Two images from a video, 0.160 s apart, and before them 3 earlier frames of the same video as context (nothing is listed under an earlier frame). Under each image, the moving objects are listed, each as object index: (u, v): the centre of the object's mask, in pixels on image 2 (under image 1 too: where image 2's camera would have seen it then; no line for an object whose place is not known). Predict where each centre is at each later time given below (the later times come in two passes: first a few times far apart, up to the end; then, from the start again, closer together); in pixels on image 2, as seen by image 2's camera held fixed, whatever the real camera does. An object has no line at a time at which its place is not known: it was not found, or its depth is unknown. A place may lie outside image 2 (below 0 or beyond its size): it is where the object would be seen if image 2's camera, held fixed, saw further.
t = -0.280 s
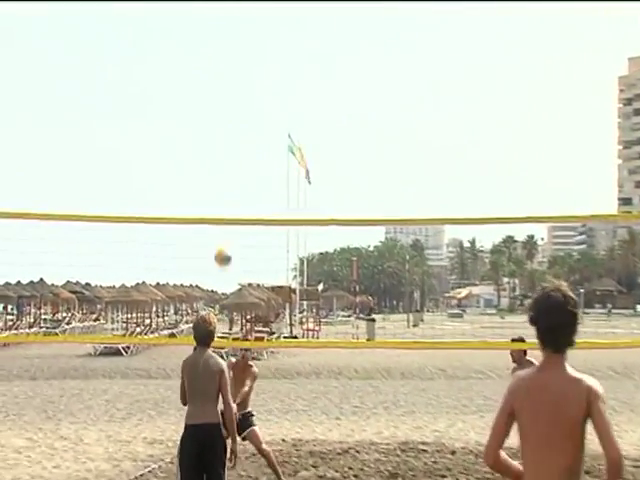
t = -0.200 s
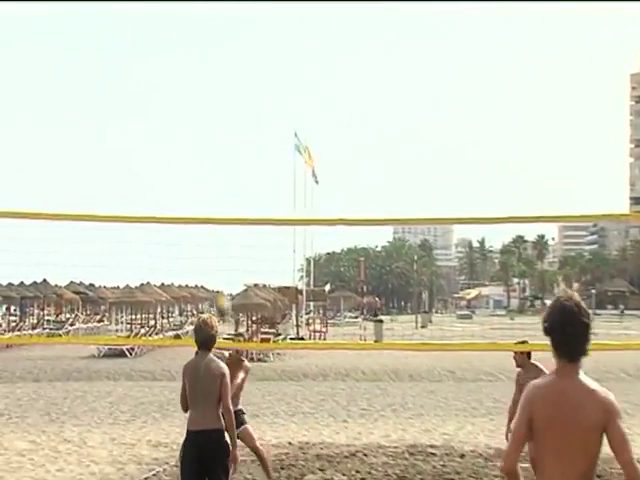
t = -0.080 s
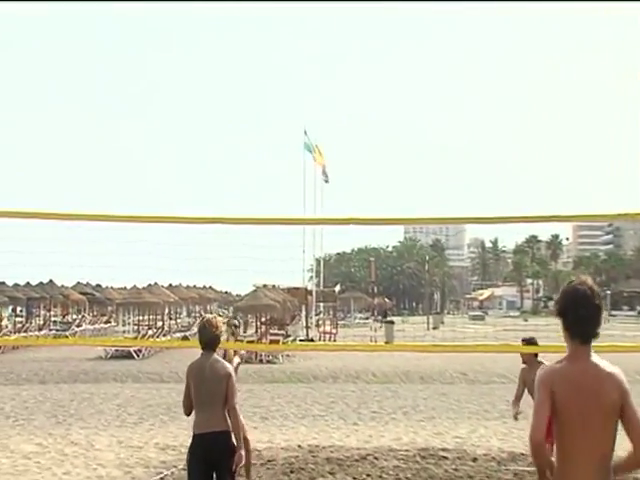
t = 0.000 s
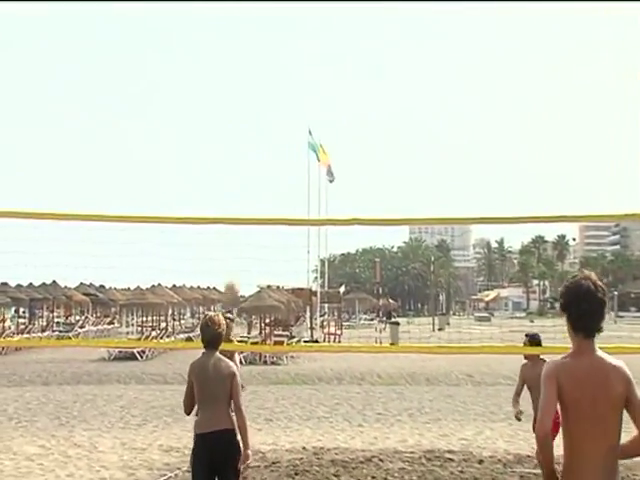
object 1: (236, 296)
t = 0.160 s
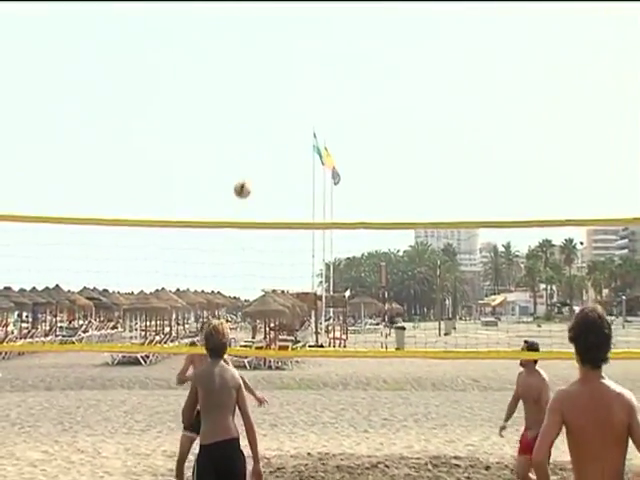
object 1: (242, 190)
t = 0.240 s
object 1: (244, 148)
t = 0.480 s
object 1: (255, 62)
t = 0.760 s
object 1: (268, 39)
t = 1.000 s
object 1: (280, 91)
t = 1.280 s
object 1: (296, 240)
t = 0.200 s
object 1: (243, 168)
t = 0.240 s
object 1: (244, 148)
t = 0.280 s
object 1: (246, 129)
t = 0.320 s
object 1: (248, 112)
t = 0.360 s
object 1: (250, 97)
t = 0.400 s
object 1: (251, 83)
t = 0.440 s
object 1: (253, 72)
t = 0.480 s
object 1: (255, 62)
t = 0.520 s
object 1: (257, 53)
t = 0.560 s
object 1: (259, 46)
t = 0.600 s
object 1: (260, 41)
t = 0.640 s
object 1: (262, 39)
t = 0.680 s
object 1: (264, 37)
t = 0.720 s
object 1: (266, 36)
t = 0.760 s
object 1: (268, 39)
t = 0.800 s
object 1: (270, 43)
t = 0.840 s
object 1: (272, 49)
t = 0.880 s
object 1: (274, 57)
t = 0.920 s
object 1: (276, 67)
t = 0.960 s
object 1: (279, 78)
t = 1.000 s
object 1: (280, 91)
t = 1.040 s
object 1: (283, 107)
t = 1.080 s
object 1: (285, 124)
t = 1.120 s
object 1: (287, 143)
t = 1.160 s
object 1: (289, 164)
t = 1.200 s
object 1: (291, 187)
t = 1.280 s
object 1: (296, 240)
